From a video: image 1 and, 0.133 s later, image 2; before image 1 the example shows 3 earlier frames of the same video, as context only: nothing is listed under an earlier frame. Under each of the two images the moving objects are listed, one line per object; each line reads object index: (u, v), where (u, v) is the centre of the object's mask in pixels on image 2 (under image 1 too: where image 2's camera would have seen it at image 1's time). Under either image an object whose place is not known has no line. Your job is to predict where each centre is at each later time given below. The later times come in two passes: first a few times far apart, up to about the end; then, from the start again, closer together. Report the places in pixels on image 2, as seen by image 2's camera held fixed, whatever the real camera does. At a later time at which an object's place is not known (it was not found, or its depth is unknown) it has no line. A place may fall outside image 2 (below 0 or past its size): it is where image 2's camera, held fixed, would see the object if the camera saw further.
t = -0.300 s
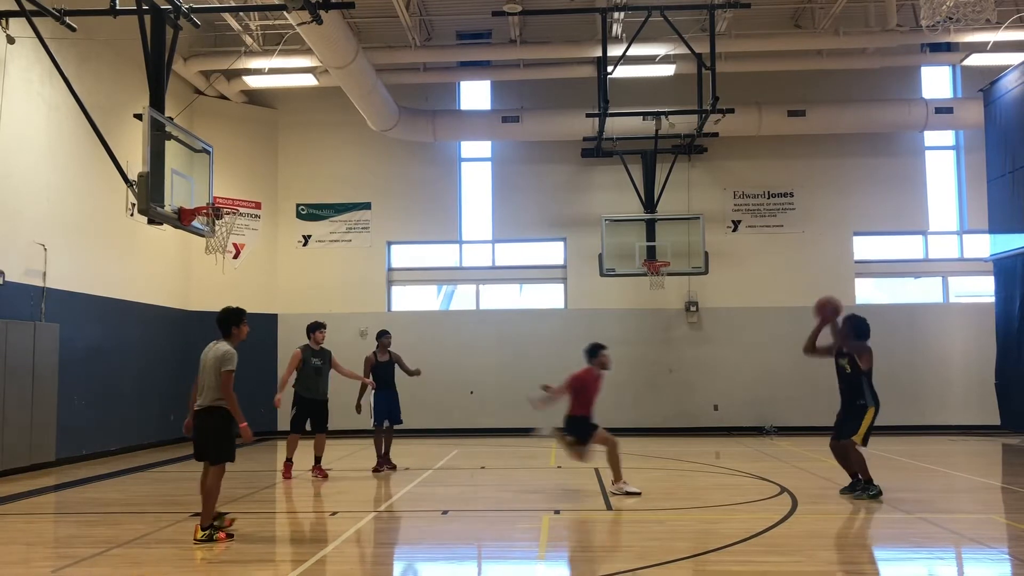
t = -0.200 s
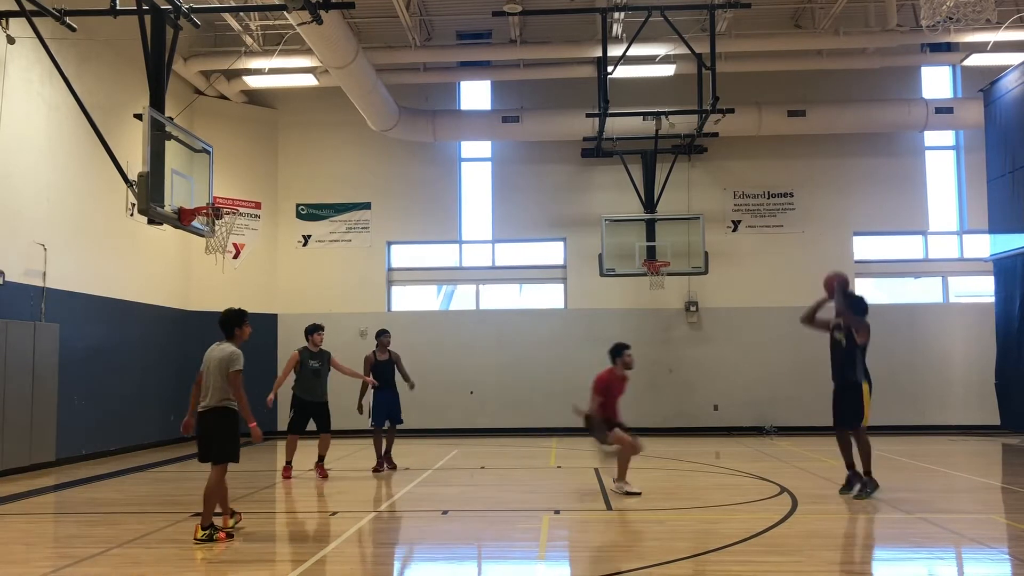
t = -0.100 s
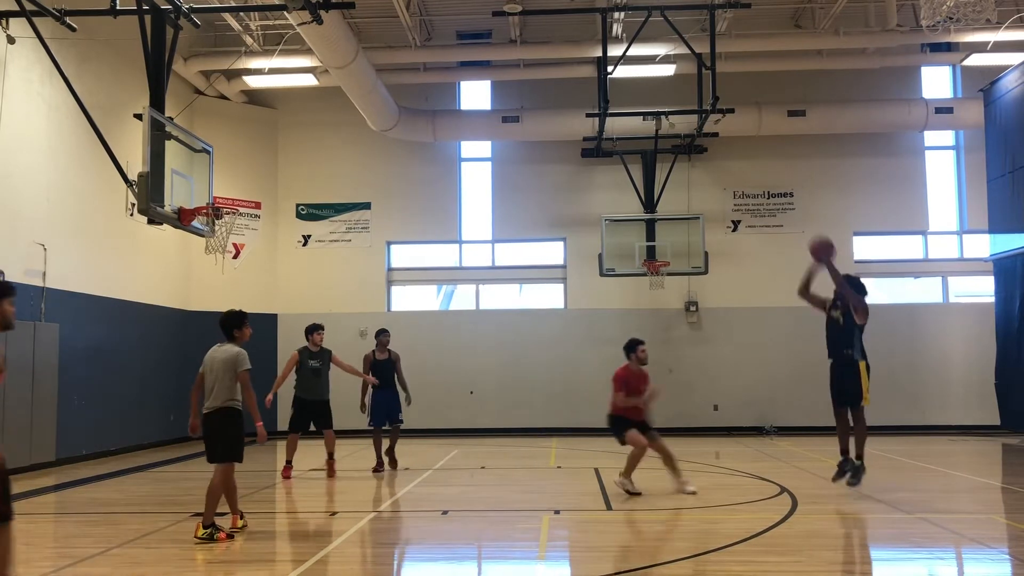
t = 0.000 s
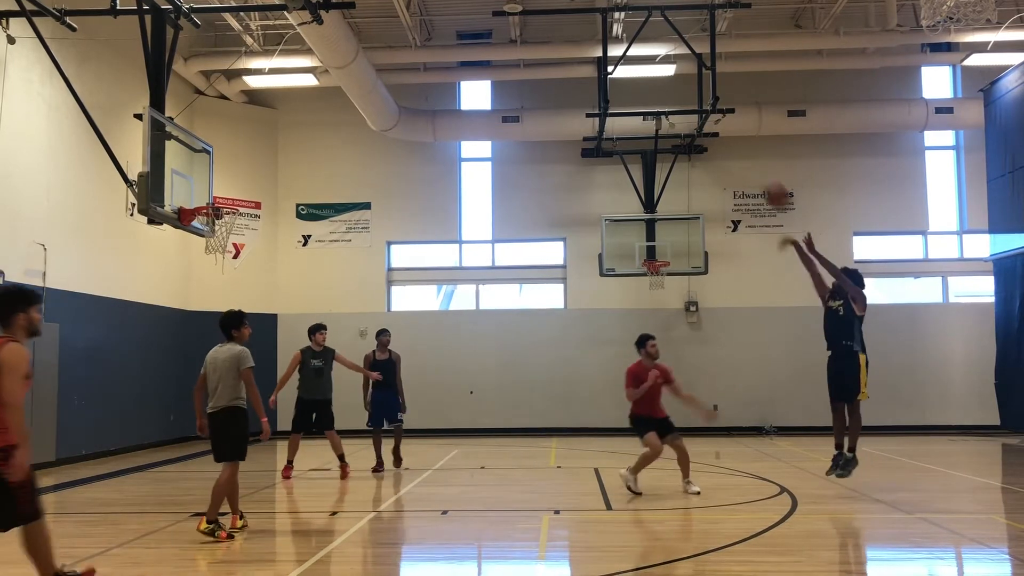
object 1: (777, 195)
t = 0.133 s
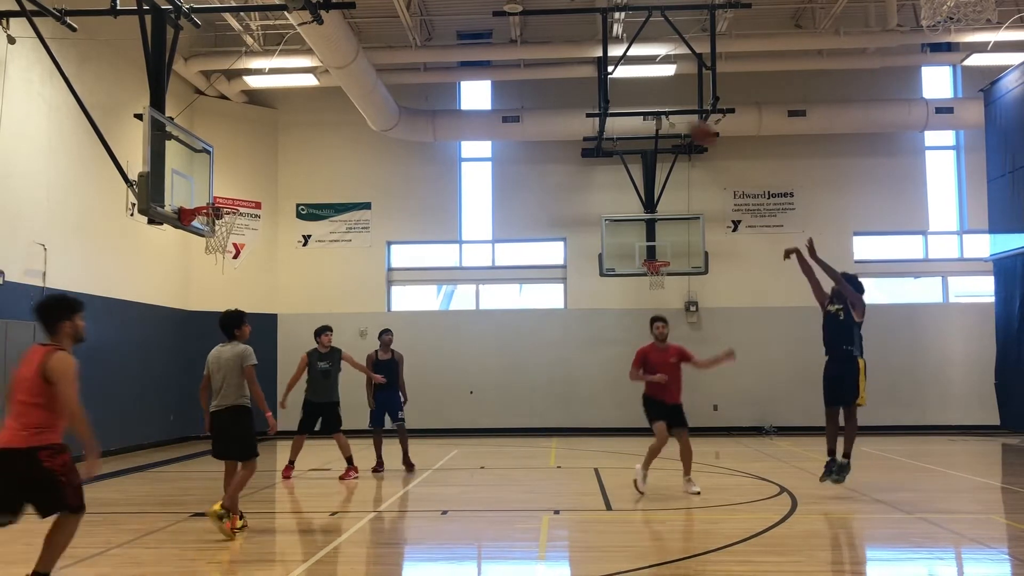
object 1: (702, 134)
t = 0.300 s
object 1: (611, 81)
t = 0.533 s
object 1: (494, 50)
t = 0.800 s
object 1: (368, 74)
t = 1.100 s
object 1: (233, 172)
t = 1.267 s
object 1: (226, 194)
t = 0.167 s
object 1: (683, 120)
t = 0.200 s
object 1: (665, 106)
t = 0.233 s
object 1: (647, 97)
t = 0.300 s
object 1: (611, 81)
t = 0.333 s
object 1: (595, 73)
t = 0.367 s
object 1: (576, 66)
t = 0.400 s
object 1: (560, 61)
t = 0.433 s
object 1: (543, 57)
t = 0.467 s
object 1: (527, 53)
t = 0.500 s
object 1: (510, 51)
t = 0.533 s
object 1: (494, 50)
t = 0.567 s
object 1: (477, 50)
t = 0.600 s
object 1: (461, 51)
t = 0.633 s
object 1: (446, 52)
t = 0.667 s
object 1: (431, 54)
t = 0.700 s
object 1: (415, 58)
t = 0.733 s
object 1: (399, 62)
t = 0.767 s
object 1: (384, 67)
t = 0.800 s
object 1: (368, 74)
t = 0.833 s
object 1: (353, 81)
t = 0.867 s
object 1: (337, 90)
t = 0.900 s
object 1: (323, 99)
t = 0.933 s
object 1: (308, 108)
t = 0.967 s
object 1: (293, 119)
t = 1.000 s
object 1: (278, 131)
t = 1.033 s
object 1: (262, 144)
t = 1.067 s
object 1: (248, 157)
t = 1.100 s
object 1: (233, 172)
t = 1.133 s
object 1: (219, 187)
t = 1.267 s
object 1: (226, 194)
